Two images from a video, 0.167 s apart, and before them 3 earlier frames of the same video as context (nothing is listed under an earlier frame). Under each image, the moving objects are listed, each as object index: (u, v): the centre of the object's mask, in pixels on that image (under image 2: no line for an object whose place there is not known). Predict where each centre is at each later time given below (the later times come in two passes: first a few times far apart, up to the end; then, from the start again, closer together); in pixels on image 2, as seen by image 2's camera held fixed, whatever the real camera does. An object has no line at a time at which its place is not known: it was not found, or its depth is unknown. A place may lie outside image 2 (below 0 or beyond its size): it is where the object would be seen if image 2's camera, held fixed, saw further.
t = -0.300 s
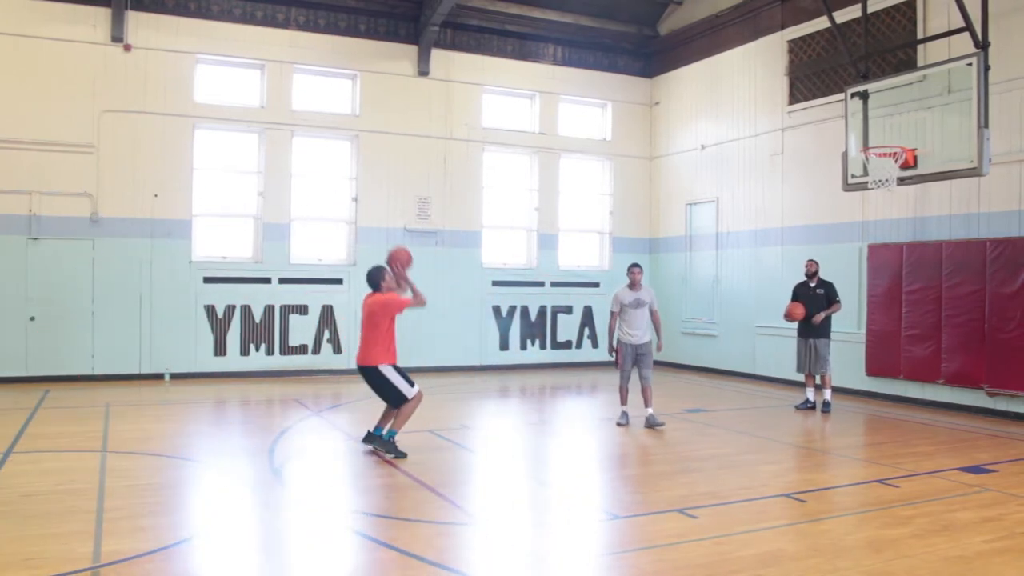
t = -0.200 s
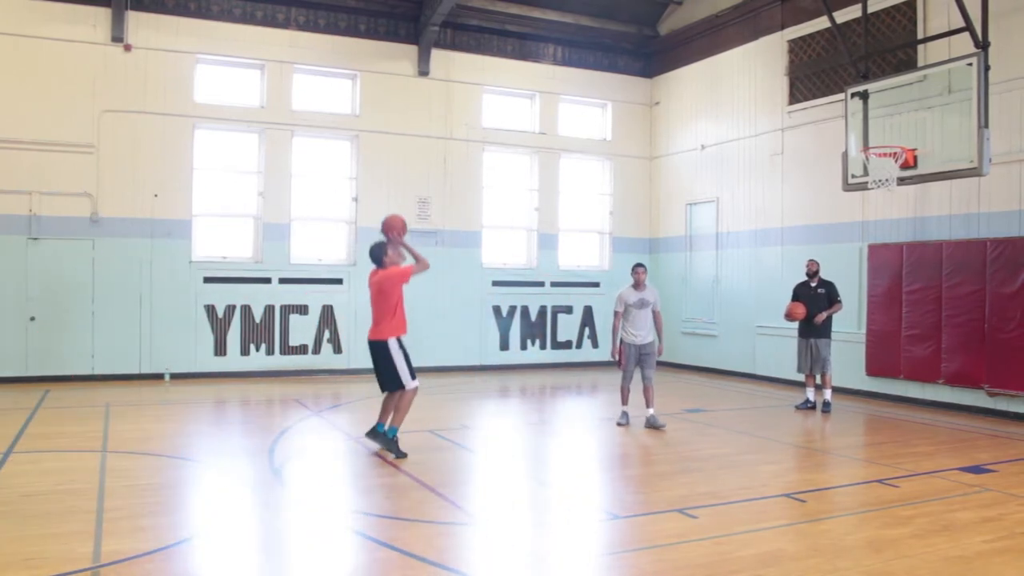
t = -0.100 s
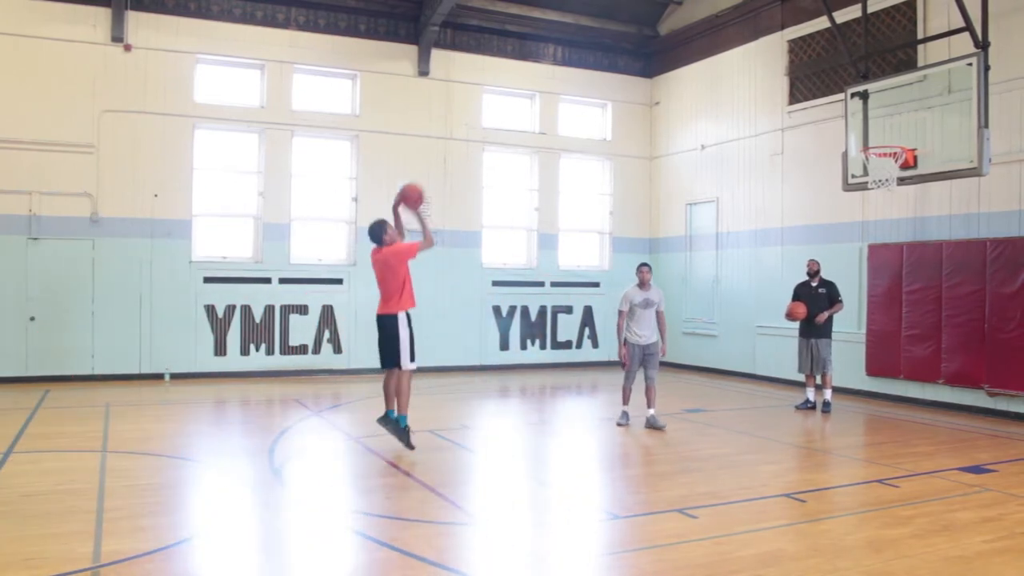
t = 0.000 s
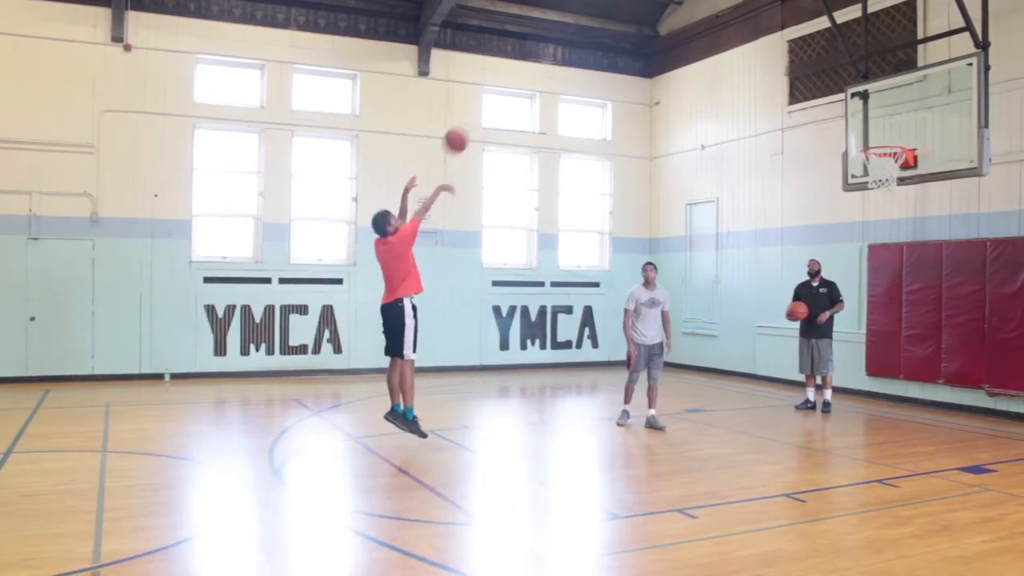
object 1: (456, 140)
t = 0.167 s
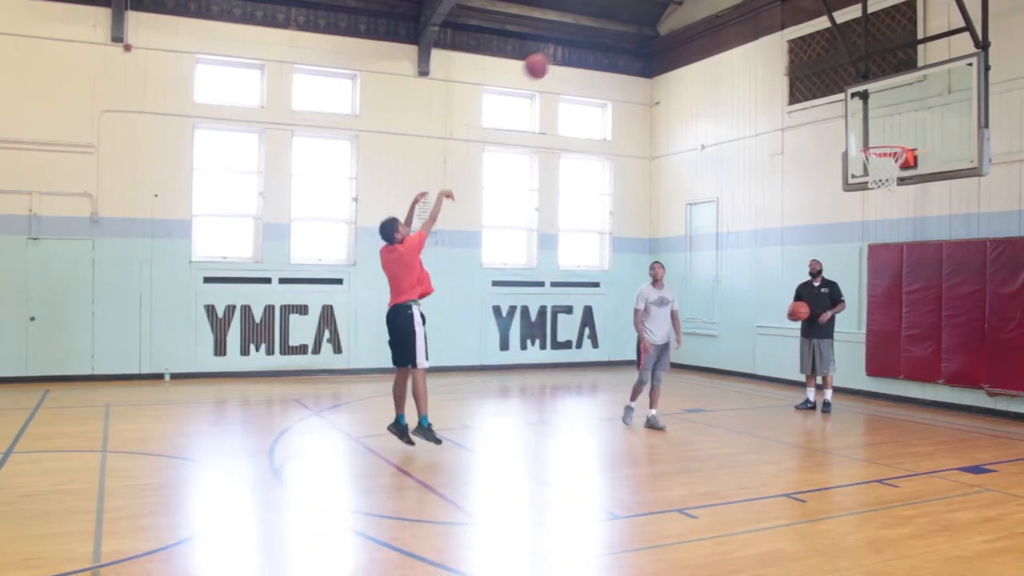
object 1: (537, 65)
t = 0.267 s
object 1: (580, 39)
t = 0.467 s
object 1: (663, 13)
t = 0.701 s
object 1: (753, 31)
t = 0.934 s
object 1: (835, 97)
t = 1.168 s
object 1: (894, 177)
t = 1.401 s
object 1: (897, 219)
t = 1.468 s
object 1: (897, 241)
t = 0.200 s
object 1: (552, 55)
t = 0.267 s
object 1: (580, 39)
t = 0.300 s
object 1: (594, 32)
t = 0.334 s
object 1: (609, 26)
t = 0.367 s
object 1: (623, 21)
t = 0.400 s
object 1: (637, 17)
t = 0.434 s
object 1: (650, 15)
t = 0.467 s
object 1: (663, 13)
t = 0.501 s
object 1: (677, 13)
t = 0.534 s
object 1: (691, 13)
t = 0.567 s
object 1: (704, 15)
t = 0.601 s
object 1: (717, 19)
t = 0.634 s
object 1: (729, 22)
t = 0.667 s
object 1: (741, 26)
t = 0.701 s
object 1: (753, 31)
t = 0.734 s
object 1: (765, 37)
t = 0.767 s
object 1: (778, 46)
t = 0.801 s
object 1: (790, 55)
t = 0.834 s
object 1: (801, 63)
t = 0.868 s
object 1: (812, 74)
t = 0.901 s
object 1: (824, 85)
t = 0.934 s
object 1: (835, 97)
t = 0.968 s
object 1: (846, 110)
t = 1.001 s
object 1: (857, 124)
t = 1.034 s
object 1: (868, 138)
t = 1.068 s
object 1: (877, 153)
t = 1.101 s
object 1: (885, 166)
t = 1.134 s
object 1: (891, 176)
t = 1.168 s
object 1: (894, 177)
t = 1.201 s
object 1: (898, 178)
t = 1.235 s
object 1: (899, 181)
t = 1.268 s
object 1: (899, 187)
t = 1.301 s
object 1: (898, 193)
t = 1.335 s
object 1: (898, 201)
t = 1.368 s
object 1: (898, 209)
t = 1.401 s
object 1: (897, 219)
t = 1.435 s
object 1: (897, 229)
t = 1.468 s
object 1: (897, 241)
